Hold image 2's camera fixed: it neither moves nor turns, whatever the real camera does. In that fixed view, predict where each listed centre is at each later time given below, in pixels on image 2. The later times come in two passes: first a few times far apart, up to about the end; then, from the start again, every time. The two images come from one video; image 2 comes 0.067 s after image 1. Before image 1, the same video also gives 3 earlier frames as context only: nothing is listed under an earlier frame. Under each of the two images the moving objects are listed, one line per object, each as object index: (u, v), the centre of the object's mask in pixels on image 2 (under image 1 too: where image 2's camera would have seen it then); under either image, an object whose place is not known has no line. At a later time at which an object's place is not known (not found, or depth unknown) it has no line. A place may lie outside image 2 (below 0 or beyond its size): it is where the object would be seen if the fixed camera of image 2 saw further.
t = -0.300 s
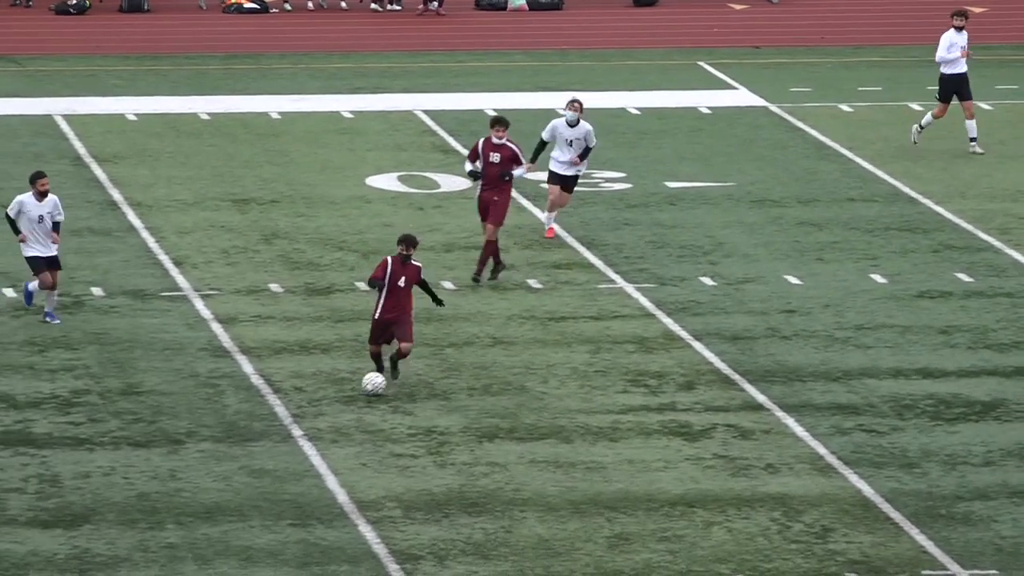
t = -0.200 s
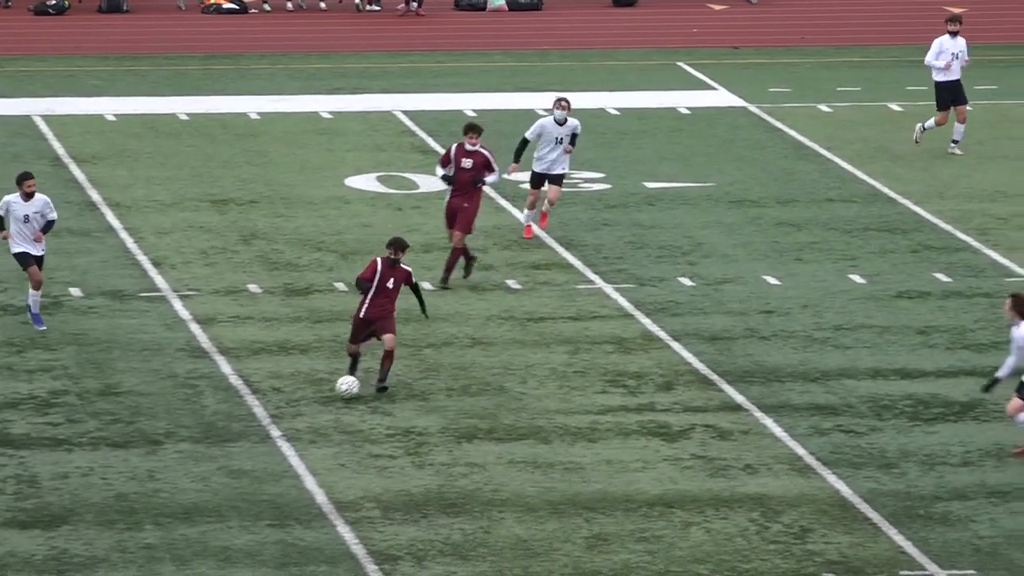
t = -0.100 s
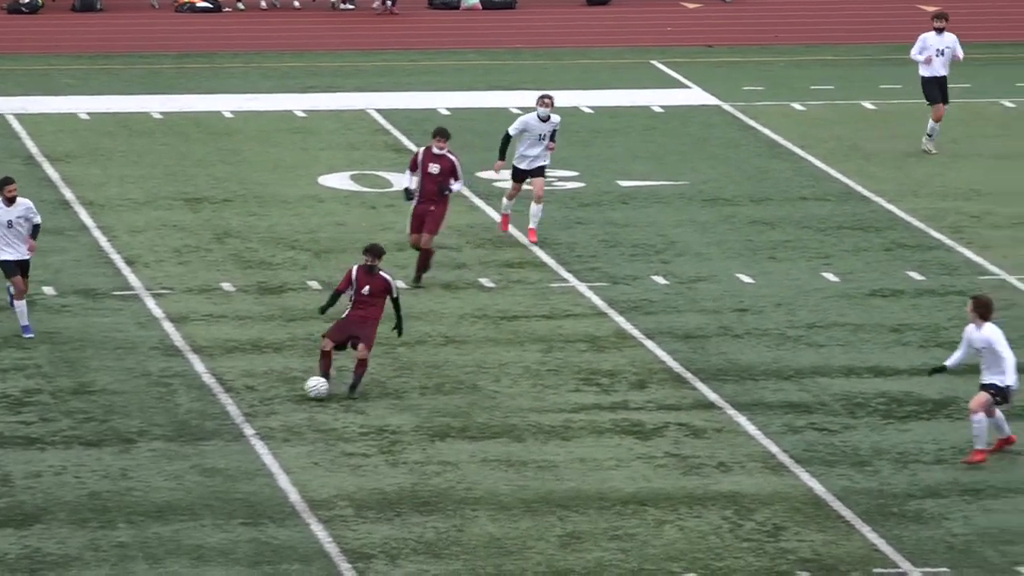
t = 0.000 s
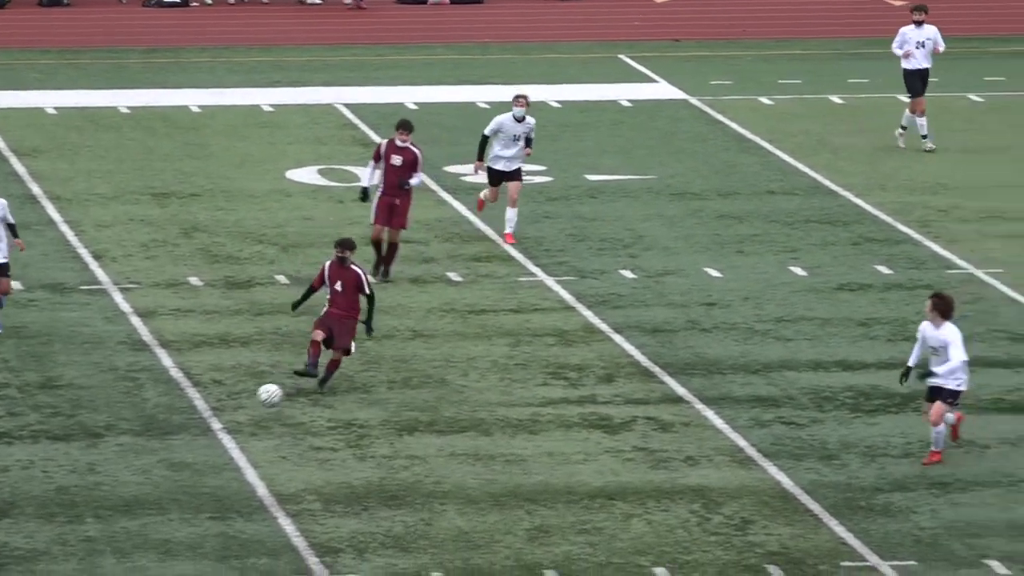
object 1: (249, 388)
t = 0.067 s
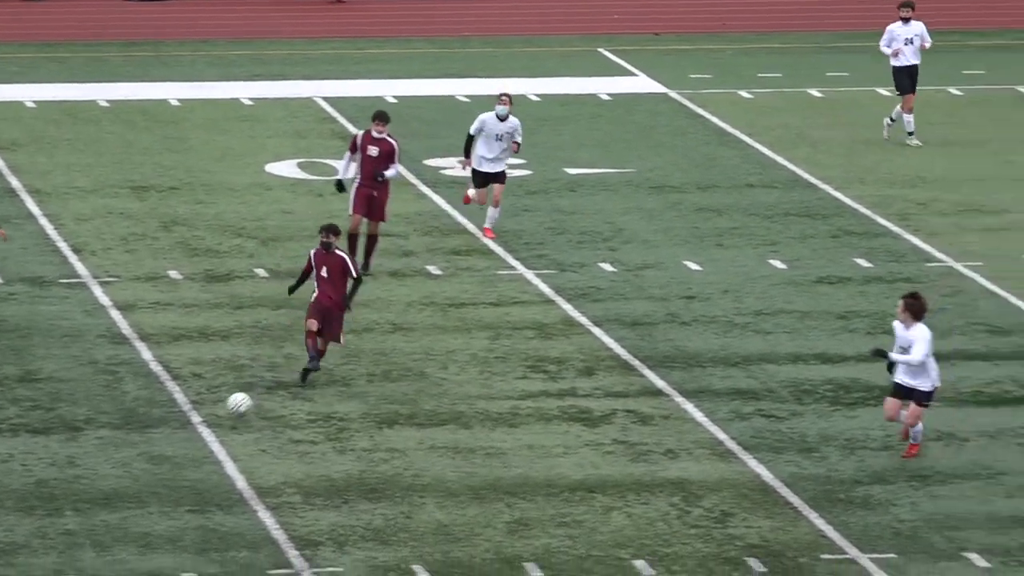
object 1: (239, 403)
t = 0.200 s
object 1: (221, 450)
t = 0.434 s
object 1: (193, 504)
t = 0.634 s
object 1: (168, 558)
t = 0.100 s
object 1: (235, 414)
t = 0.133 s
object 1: (231, 425)
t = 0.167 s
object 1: (226, 439)
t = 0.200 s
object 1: (221, 450)
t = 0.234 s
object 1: (217, 454)
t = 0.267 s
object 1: (212, 461)
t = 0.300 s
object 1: (209, 468)
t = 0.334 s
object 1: (205, 477)
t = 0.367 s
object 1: (201, 488)
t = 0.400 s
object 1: (196, 501)
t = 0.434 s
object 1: (193, 504)
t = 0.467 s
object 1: (188, 509)
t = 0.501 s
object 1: (184, 516)
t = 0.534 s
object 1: (180, 523)
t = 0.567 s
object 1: (176, 533)
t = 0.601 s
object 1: (172, 544)
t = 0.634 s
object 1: (168, 558)
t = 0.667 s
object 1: (164, 560)
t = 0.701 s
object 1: (161, 563)
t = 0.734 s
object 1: (157, 568)
